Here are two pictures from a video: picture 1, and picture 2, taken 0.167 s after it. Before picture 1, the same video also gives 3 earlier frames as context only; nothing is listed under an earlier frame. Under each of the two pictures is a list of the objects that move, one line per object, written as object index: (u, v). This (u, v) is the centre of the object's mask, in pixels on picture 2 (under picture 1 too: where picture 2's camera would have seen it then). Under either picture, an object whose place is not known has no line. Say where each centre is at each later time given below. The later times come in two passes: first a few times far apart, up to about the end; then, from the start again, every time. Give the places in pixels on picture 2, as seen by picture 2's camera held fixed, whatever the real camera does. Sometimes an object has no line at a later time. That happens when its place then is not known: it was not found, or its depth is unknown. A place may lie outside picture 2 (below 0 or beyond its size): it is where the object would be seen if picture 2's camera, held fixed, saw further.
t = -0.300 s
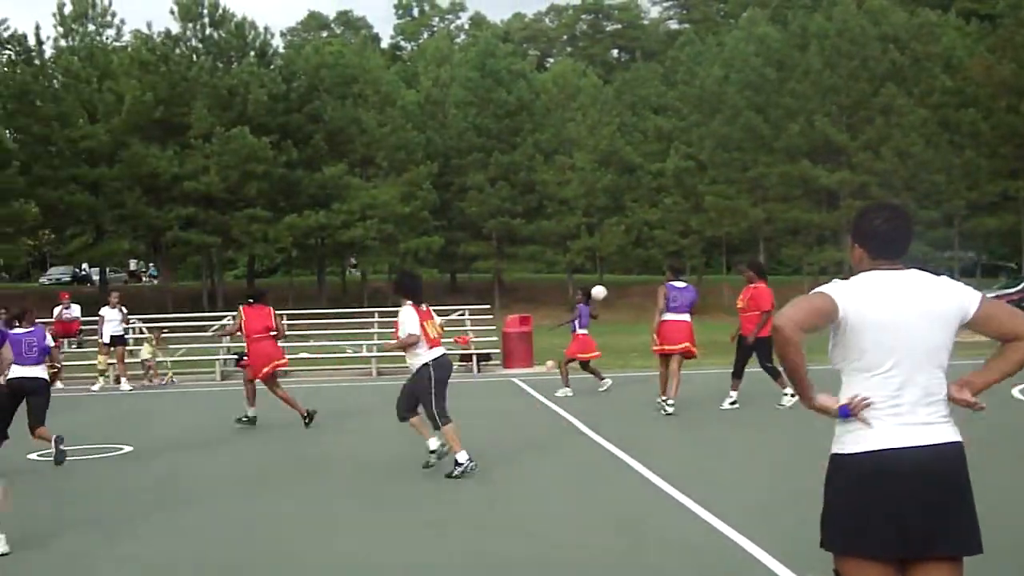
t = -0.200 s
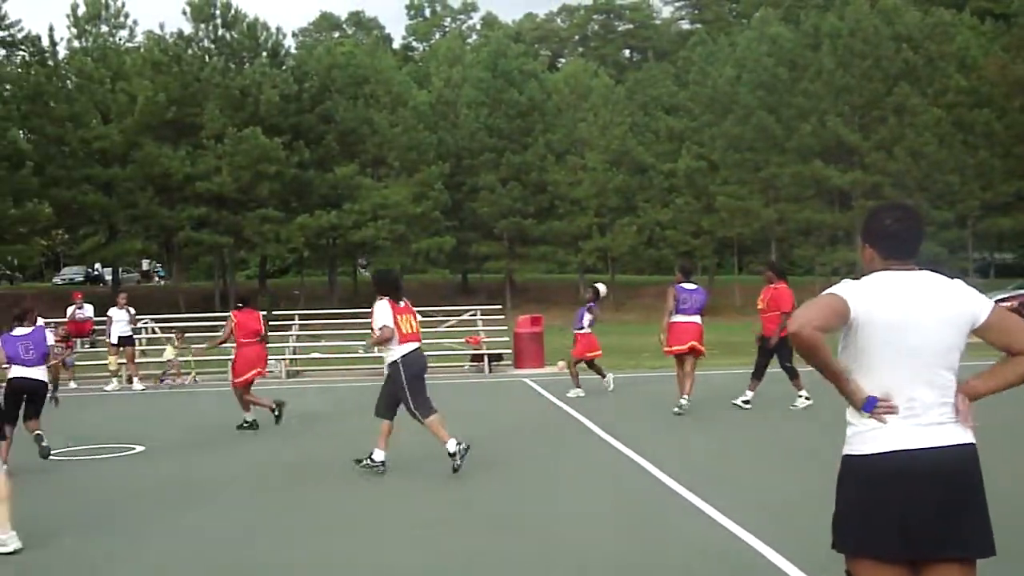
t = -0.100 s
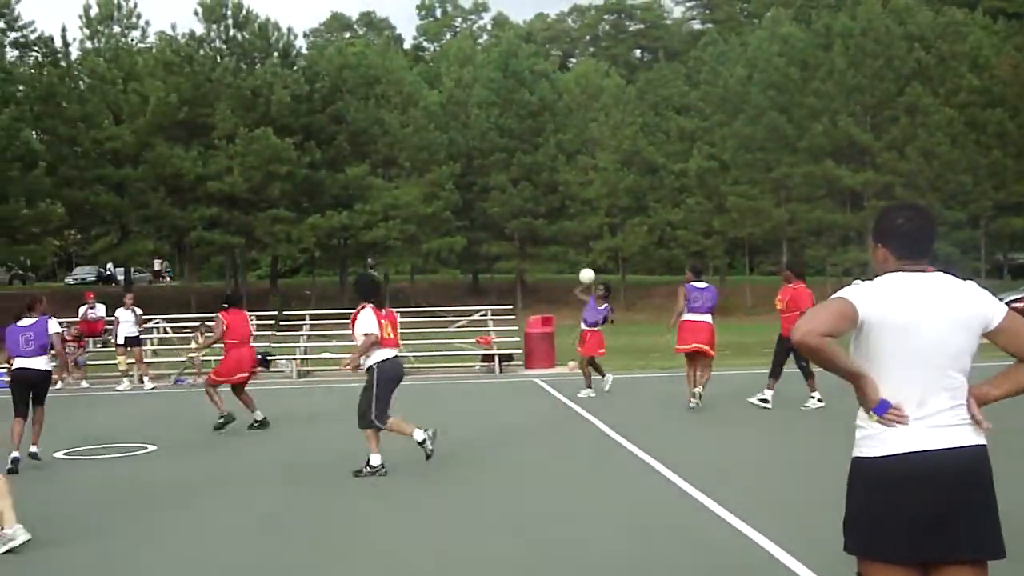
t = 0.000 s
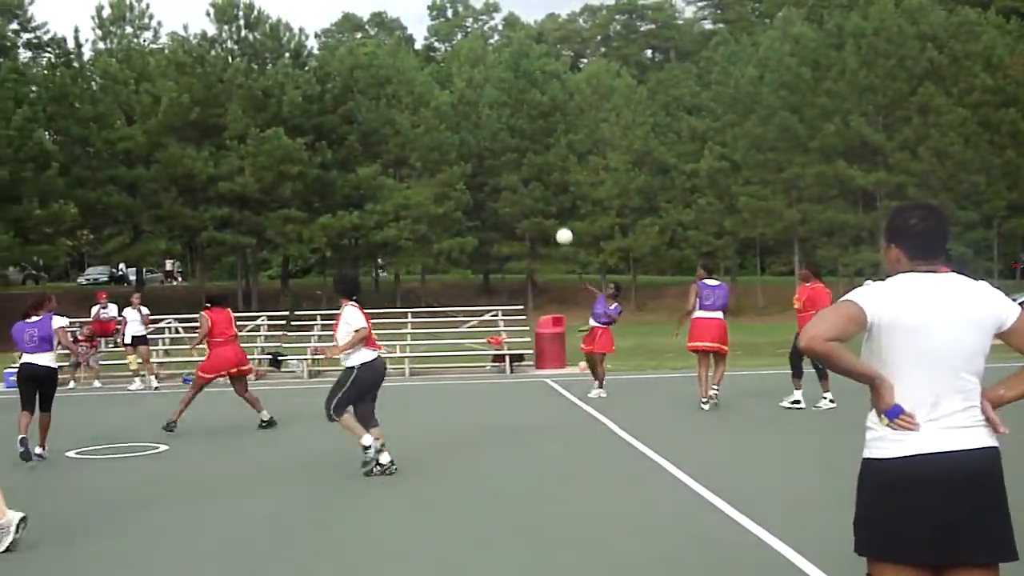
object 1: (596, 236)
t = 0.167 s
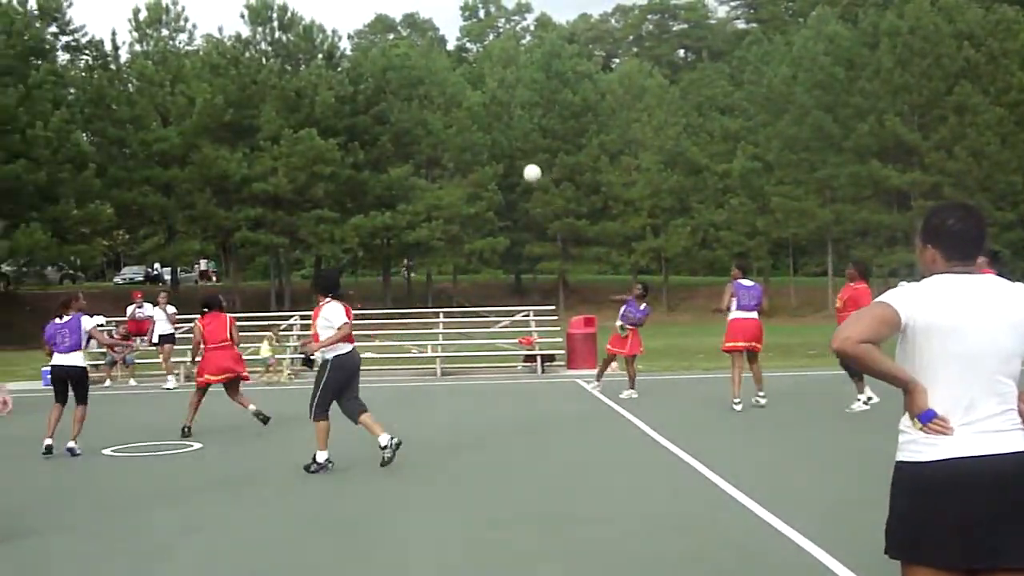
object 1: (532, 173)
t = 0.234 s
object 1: (504, 150)
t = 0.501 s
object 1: (378, 84)
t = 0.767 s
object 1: (222, 74)
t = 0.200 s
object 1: (518, 161)
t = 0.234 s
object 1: (504, 150)
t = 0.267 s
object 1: (490, 140)
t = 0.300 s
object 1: (475, 130)
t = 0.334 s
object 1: (460, 120)
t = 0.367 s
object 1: (445, 112)
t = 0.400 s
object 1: (429, 104)
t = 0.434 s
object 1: (412, 96)
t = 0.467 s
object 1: (395, 90)
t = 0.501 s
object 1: (378, 84)
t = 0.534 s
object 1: (361, 79)
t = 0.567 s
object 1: (343, 75)
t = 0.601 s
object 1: (324, 71)
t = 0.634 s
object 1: (305, 69)
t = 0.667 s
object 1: (285, 69)
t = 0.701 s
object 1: (264, 69)
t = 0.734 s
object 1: (244, 71)
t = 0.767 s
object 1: (222, 74)
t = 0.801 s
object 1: (199, 77)
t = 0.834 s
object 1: (177, 83)
